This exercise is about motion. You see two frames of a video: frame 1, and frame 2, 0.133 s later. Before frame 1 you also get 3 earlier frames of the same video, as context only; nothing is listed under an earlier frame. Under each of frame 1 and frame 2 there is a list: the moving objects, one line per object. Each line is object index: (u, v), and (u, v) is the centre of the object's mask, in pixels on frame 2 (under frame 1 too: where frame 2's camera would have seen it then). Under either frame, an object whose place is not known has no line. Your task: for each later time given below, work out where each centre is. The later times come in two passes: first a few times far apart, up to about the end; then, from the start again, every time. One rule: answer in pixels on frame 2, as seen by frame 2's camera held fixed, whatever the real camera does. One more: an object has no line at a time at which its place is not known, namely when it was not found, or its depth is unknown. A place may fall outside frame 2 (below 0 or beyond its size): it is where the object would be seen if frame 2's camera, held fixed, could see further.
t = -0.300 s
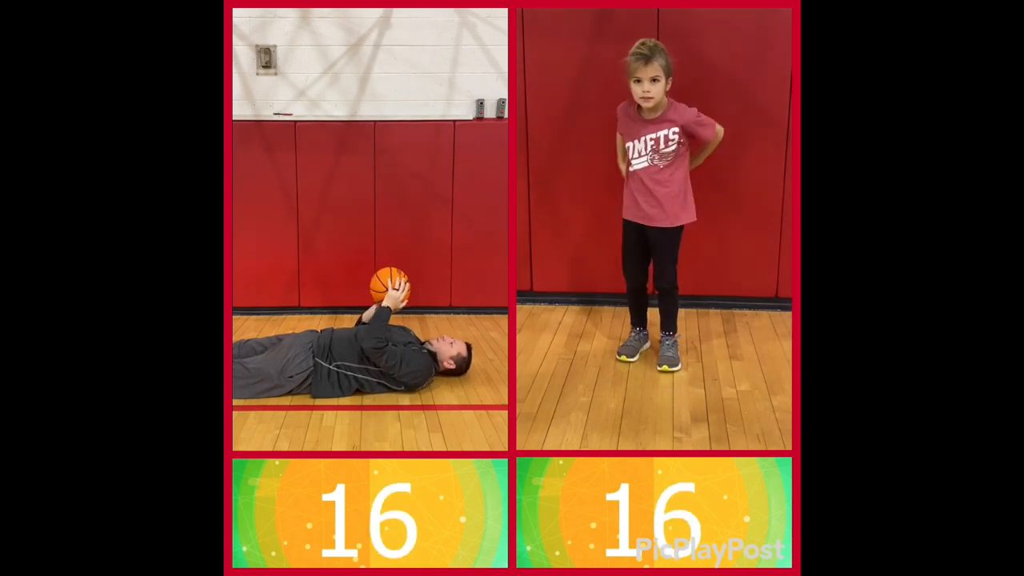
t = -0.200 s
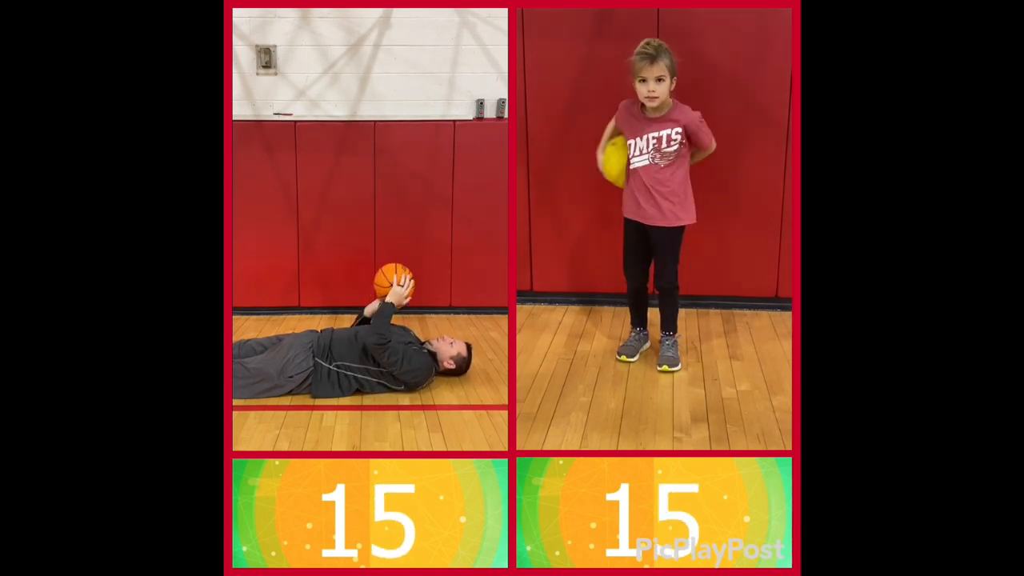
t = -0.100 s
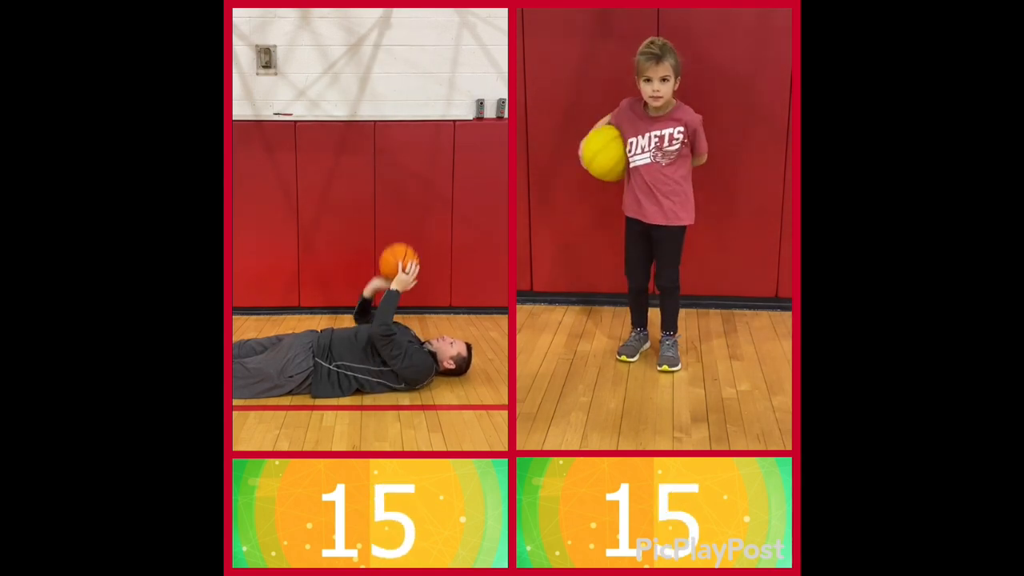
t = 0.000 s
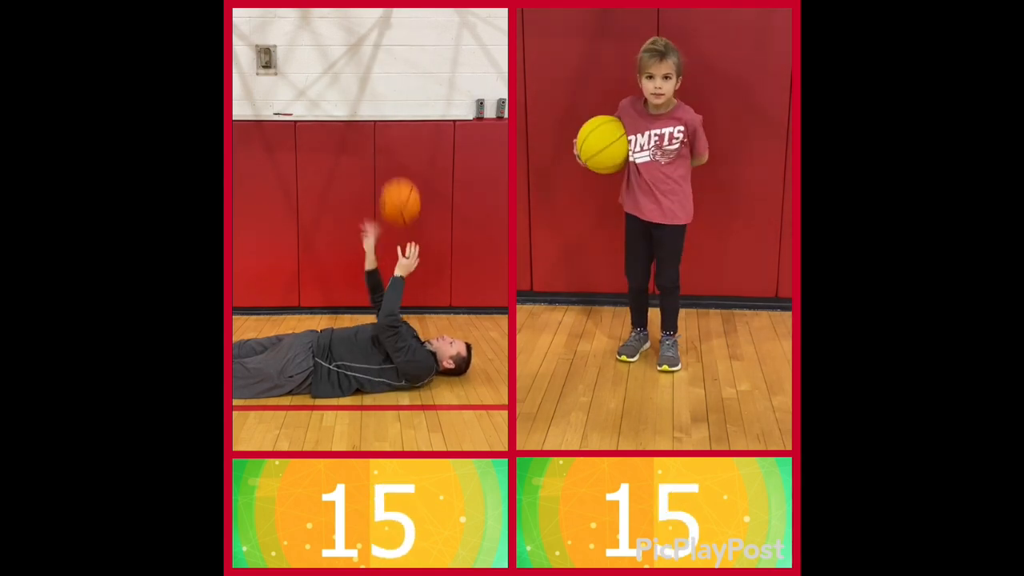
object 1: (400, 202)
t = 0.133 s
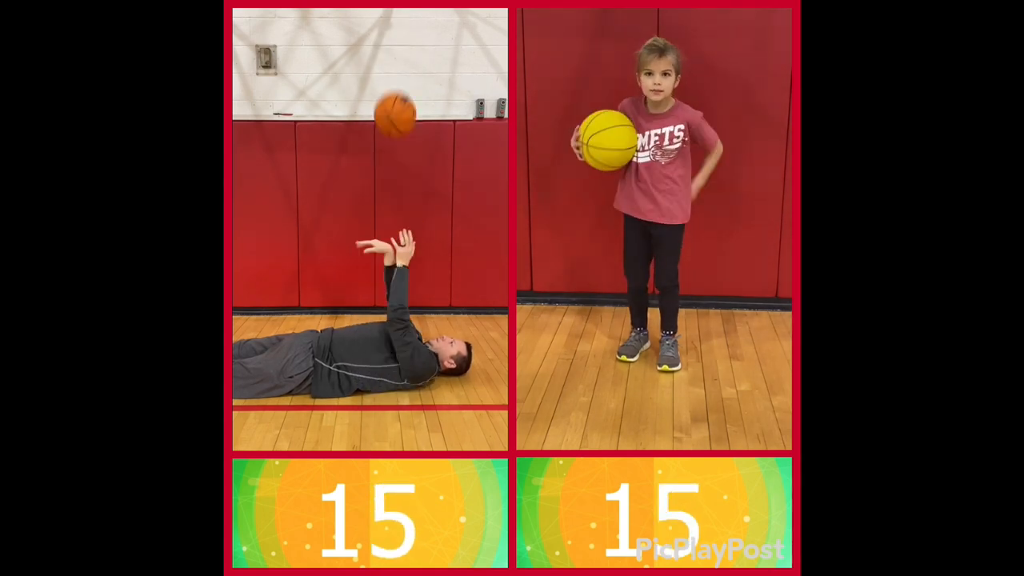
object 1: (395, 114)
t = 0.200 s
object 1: (392, 81)
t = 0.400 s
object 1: (385, 31)
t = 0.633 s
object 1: (376, 68)
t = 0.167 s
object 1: (394, 95)
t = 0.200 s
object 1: (392, 81)
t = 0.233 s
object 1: (391, 67)
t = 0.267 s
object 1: (390, 56)
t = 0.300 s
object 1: (389, 46)
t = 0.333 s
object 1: (387, 39)
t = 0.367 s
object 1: (386, 34)
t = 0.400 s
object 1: (385, 31)
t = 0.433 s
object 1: (383, 30)
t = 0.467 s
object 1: (382, 31)
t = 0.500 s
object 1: (381, 34)
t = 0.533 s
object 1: (380, 40)
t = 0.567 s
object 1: (378, 47)
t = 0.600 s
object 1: (377, 57)
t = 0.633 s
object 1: (376, 68)
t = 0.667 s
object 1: (374, 82)
